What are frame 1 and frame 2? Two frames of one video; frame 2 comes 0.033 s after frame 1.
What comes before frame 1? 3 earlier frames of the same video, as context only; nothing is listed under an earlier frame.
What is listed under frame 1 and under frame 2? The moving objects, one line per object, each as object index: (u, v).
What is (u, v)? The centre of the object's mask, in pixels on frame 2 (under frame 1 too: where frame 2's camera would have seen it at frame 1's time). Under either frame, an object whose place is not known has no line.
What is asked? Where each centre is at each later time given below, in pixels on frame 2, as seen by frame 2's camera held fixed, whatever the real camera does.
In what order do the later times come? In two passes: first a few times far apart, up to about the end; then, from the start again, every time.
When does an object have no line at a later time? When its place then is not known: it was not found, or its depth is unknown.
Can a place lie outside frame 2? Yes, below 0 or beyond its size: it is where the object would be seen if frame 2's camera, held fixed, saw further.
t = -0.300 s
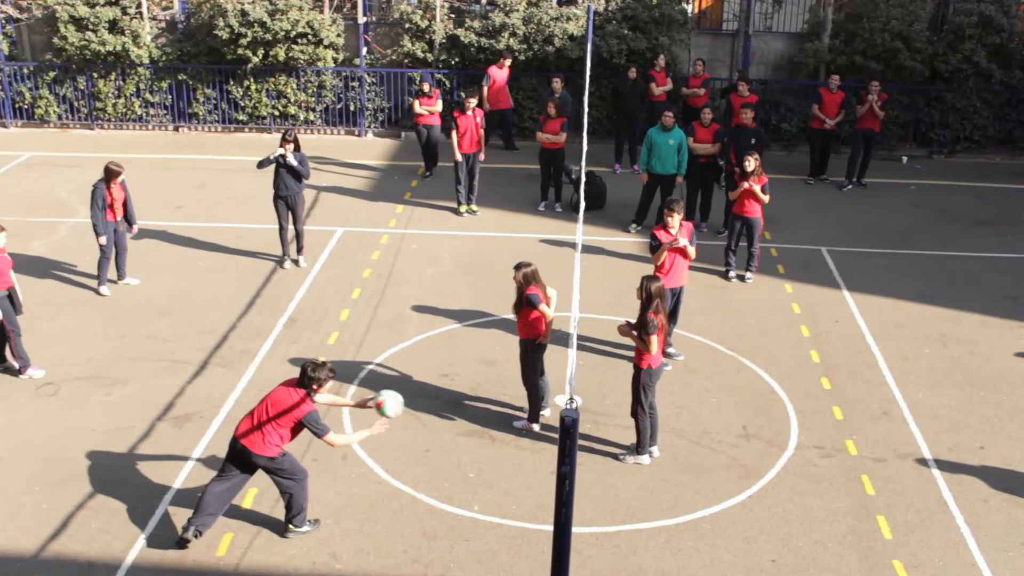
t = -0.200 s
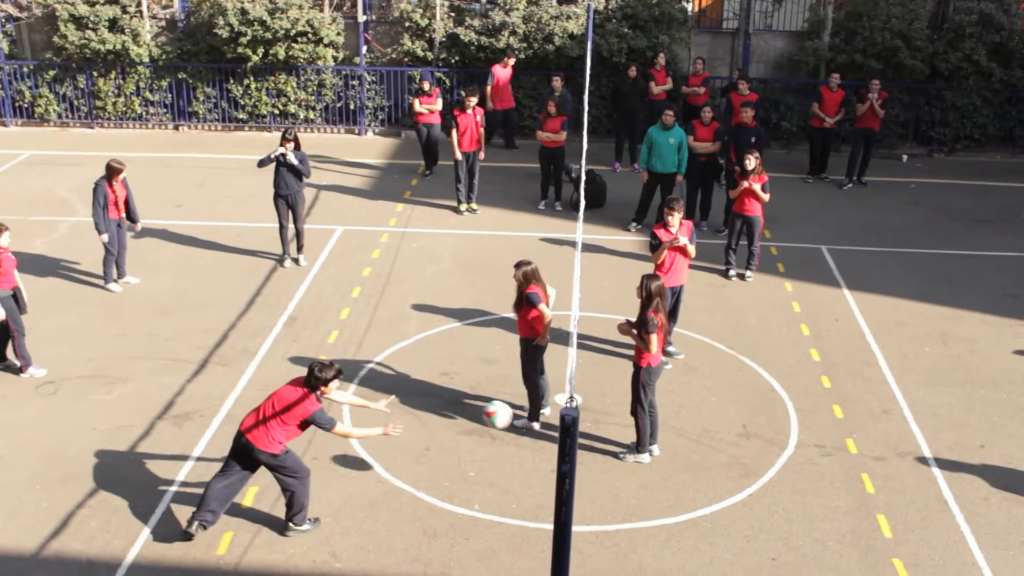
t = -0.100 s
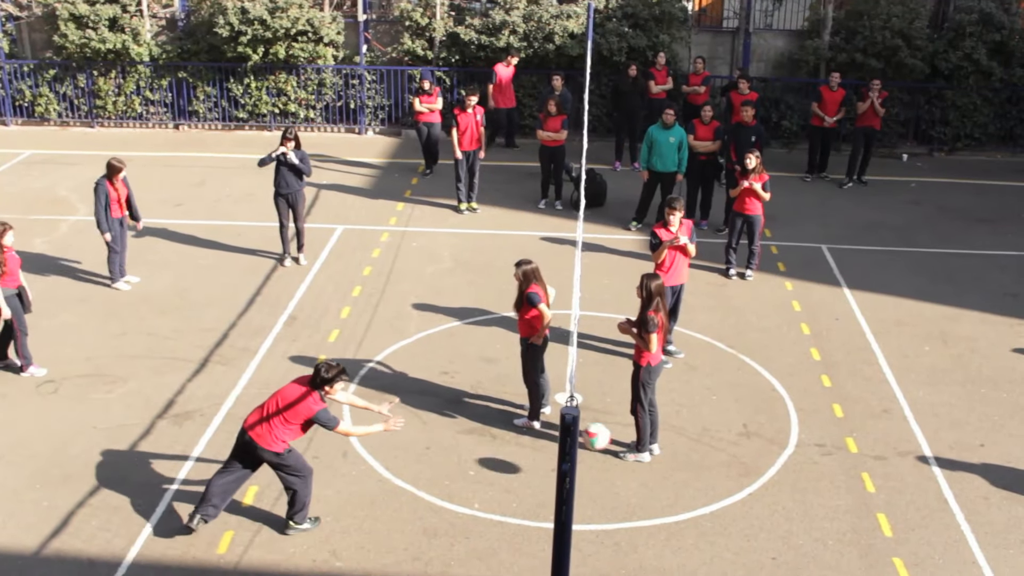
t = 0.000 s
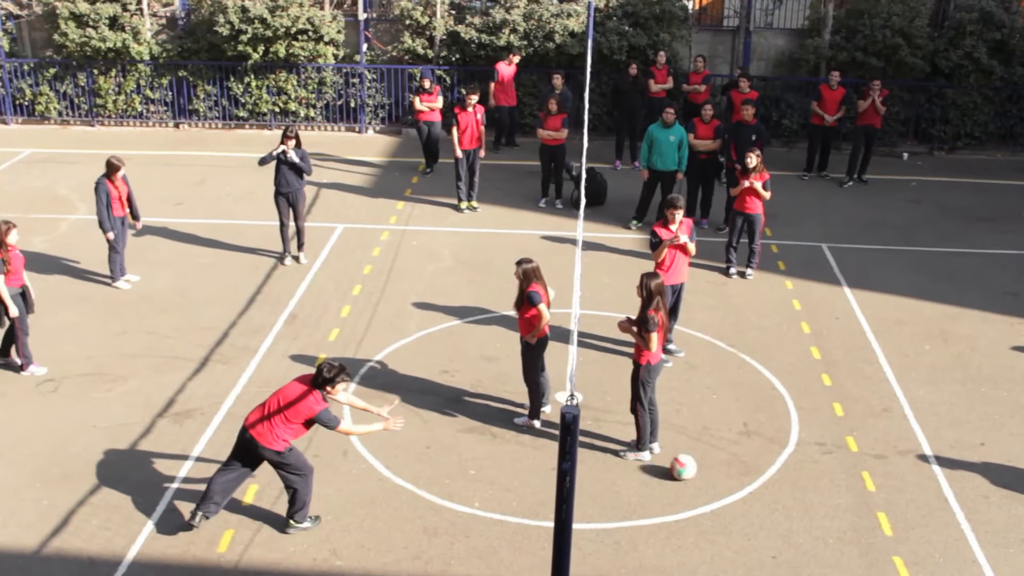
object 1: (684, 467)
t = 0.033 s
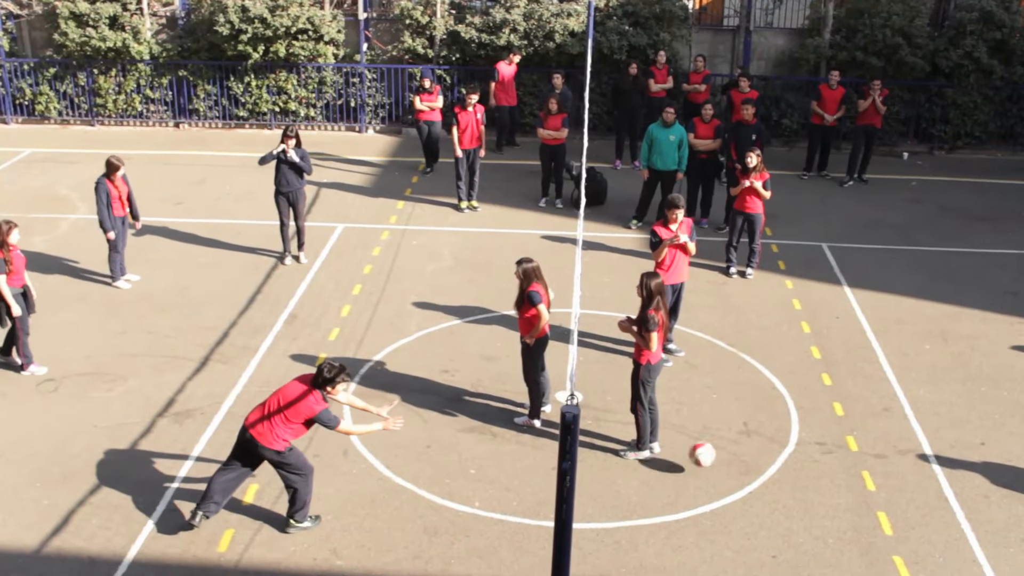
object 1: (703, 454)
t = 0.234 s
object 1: (811, 381)
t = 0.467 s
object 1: (922, 354)
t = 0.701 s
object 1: (1011, 384)
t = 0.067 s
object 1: (721, 438)
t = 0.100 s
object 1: (740, 425)
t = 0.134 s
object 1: (758, 412)
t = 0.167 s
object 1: (775, 401)
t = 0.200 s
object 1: (792, 390)
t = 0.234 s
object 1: (811, 381)
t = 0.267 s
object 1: (828, 374)
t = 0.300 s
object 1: (844, 368)
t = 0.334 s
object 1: (860, 362)
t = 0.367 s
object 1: (876, 358)
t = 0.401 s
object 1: (892, 356)
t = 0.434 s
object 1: (907, 354)
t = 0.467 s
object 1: (922, 354)
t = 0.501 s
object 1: (936, 355)
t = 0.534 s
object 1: (951, 357)
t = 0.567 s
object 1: (964, 360)
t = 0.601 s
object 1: (977, 365)
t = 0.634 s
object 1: (989, 370)
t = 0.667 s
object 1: (1003, 376)
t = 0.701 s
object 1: (1011, 384)
